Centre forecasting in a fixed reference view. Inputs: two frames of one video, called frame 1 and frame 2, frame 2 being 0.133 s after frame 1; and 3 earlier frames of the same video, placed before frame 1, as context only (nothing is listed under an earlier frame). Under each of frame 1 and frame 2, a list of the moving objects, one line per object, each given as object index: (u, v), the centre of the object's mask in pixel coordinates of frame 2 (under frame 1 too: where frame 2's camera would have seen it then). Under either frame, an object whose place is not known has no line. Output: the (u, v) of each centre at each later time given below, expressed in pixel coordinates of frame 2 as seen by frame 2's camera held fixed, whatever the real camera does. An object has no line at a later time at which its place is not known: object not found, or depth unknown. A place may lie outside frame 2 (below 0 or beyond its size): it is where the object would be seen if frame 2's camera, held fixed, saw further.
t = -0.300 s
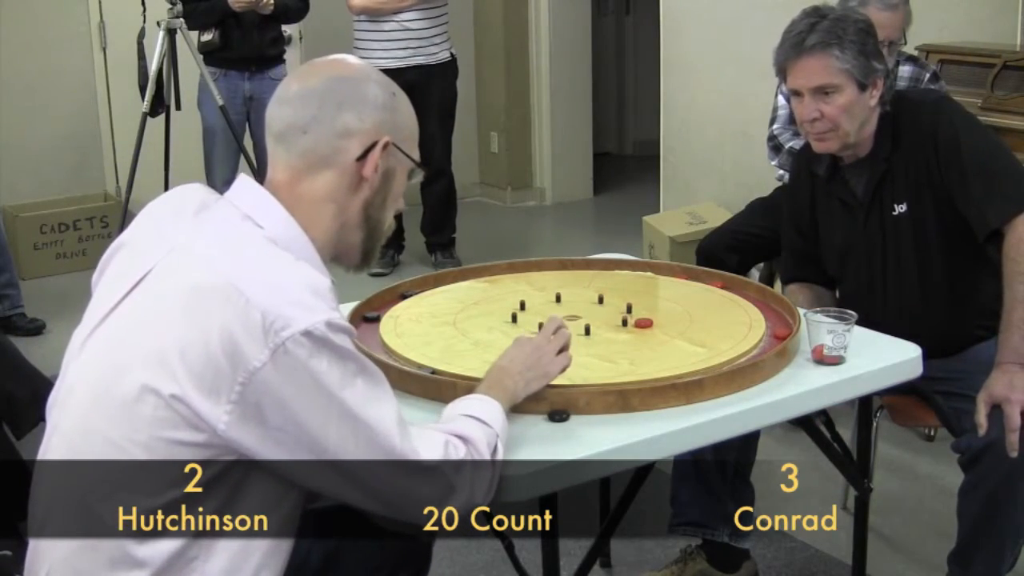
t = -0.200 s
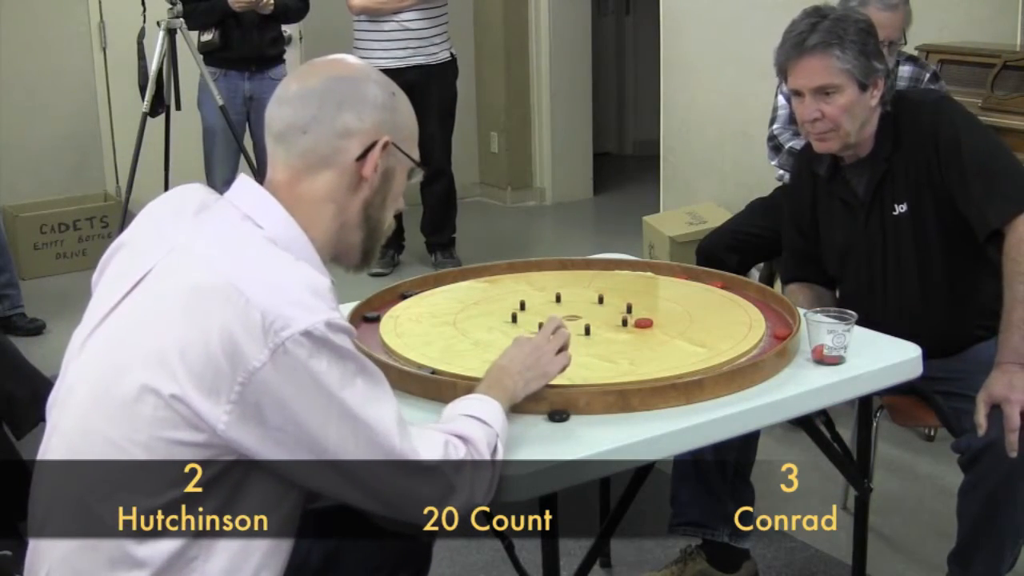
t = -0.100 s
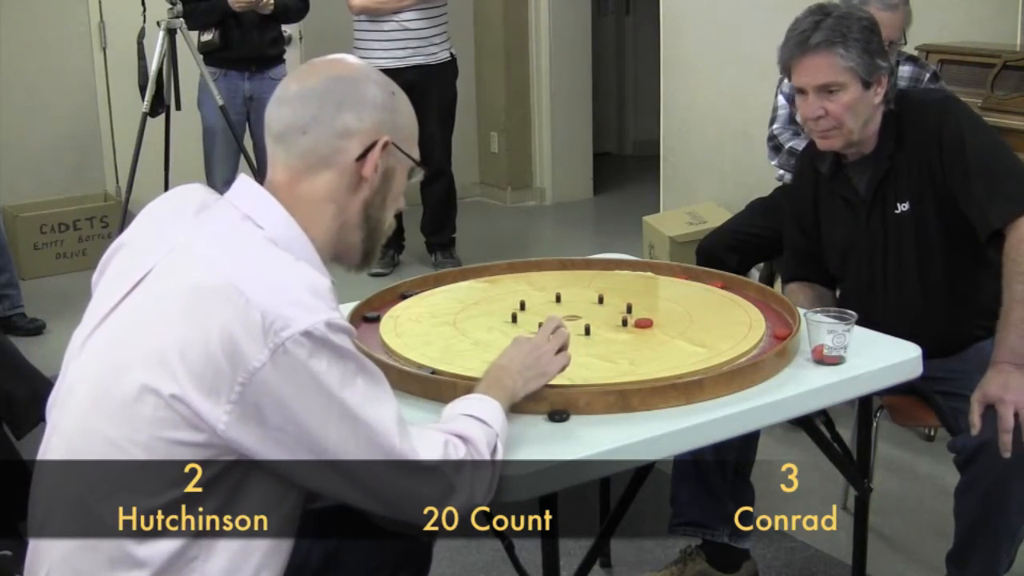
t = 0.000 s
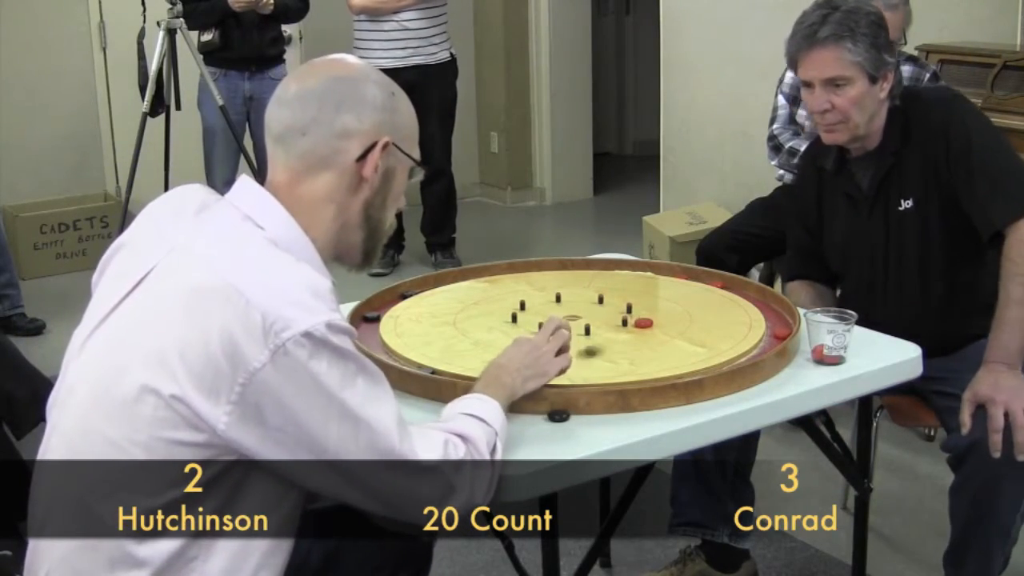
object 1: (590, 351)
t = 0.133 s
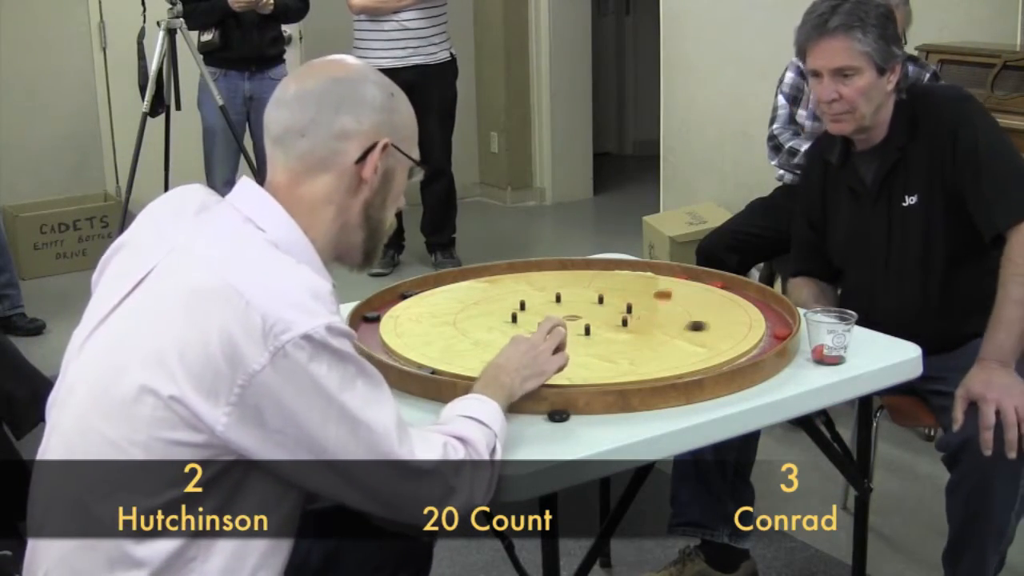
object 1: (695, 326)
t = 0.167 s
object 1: (717, 325)
